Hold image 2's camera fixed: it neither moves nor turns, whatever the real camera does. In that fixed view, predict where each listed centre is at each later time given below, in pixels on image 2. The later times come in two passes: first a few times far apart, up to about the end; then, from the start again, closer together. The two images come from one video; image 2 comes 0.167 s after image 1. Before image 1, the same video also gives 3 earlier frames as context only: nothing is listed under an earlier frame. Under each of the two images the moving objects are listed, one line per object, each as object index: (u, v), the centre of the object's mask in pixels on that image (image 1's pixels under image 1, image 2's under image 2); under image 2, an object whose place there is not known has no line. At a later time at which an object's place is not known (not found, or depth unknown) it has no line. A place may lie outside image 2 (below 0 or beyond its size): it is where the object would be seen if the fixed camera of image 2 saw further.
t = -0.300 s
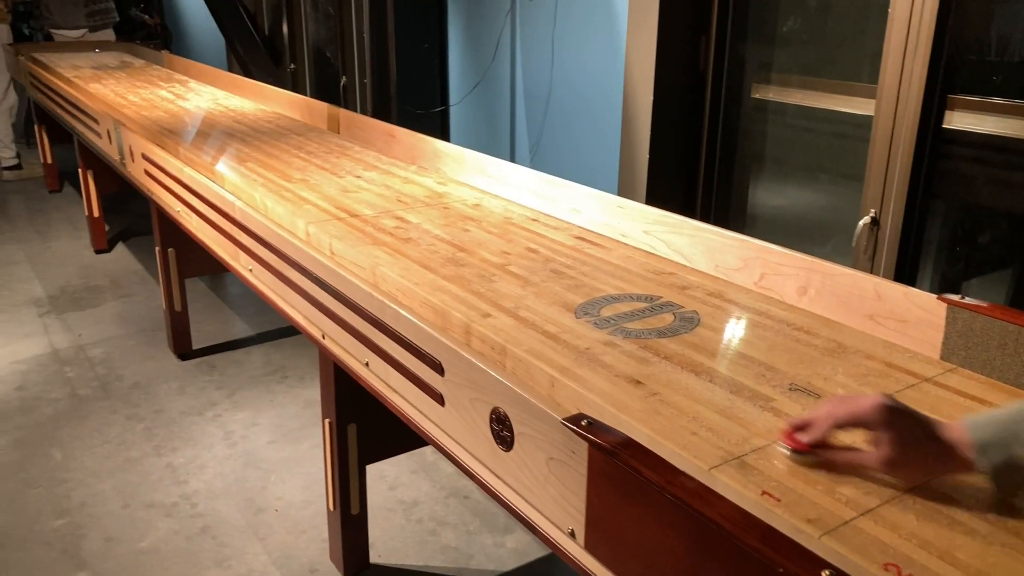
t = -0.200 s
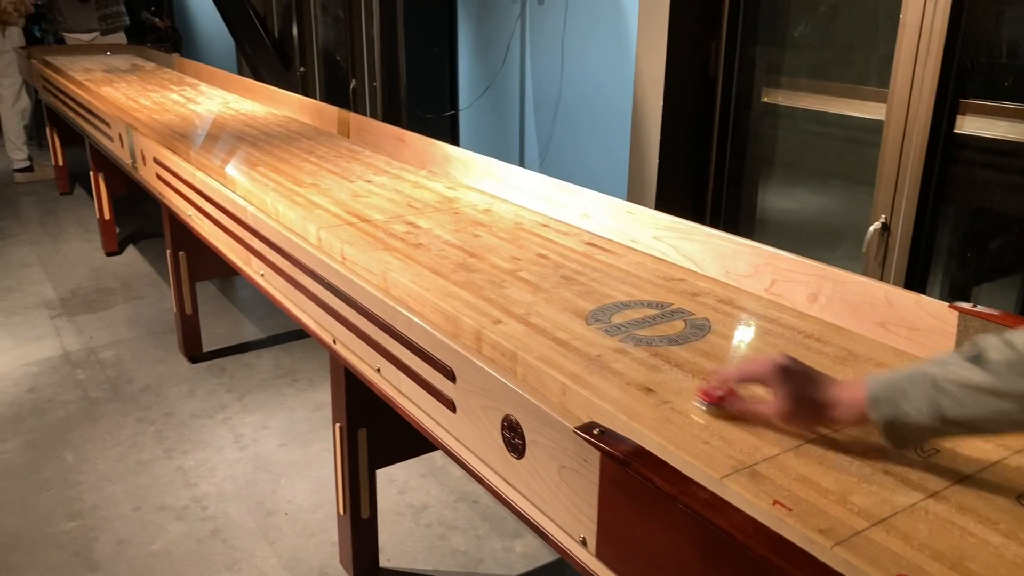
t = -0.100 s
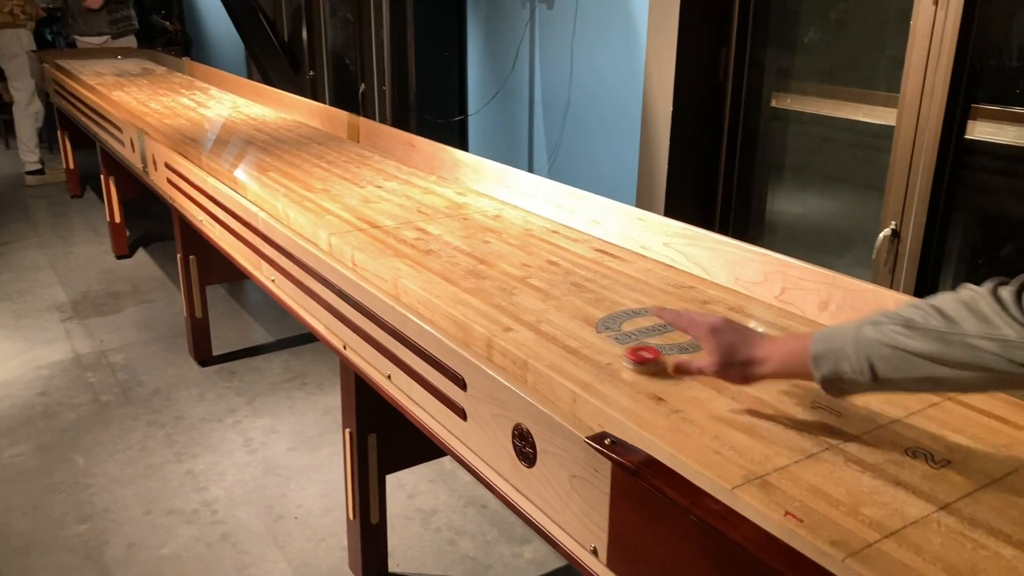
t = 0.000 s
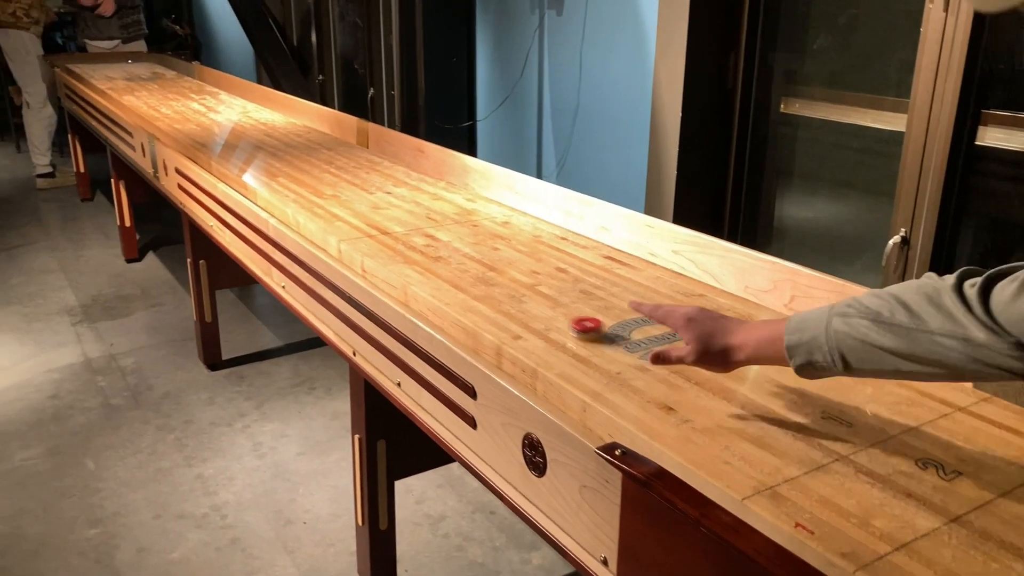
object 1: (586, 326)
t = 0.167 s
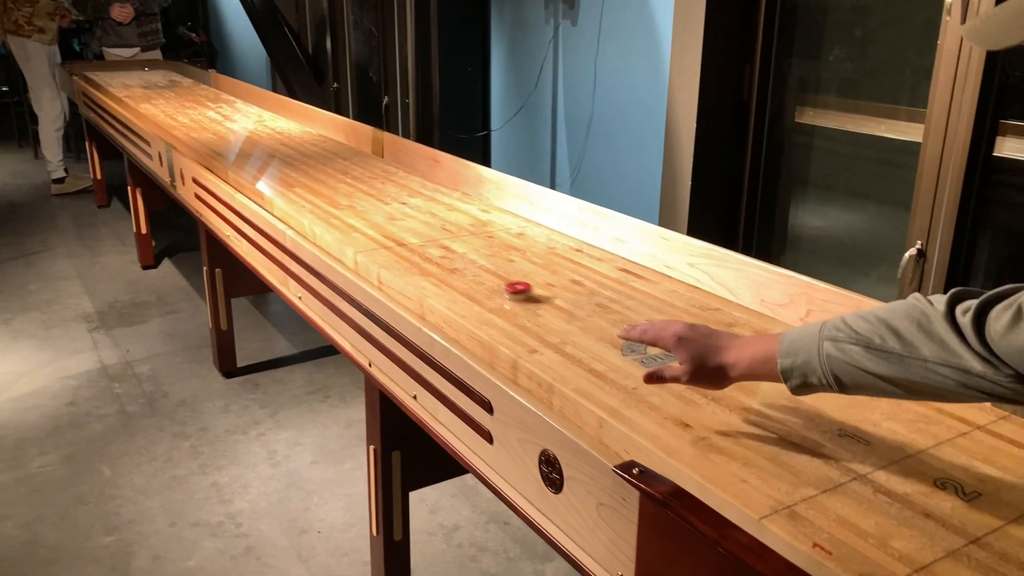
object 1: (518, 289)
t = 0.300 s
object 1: (468, 258)
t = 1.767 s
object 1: (248, 119)
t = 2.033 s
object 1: (233, 108)
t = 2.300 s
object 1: (221, 98)
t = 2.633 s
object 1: (210, 90)
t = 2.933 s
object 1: (204, 84)
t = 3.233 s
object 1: (203, 83)
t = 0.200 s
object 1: (504, 281)
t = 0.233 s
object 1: (491, 273)
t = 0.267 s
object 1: (479, 265)
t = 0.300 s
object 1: (468, 258)
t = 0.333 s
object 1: (457, 252)
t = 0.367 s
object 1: (446, 245)
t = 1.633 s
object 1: (256, 124)
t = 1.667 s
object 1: (254, 124)
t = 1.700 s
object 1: (252, 122)
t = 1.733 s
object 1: (250, 120)
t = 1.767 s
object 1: (248, 119)
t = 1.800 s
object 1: (245, 117)
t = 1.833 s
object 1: (244, 116)
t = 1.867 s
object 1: (242, 114)
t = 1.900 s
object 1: (240, 113)
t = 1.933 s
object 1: (238, 112)
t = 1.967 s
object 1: (236, 110)
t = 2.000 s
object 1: (234, 109)
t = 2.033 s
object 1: (233, 108)
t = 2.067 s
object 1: (231, 107)
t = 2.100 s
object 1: (229, 105)
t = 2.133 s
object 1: (228, 104)
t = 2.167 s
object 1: (227, 103)
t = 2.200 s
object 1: (226, 102)
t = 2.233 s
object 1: (224, 101)
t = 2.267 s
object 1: (223, 100)
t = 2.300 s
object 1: (221, 98)
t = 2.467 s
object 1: (215, 94)
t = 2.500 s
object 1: (214, 93)
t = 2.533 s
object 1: (213, 92)
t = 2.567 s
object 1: (212, 92)
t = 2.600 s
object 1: (211, 91)
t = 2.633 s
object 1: (210, 90)
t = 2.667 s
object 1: (208, 89)
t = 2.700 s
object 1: (208, 88)
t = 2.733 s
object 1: (207, 87)
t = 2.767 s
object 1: (207, 87)
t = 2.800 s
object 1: (206, 86)
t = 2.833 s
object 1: (205, 86)
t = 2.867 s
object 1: (205, 85)
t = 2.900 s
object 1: (205, 85)
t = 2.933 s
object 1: (204, 84)
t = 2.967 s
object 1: (203, 83)
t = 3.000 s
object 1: (203, 82)
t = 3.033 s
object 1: (202, 82)
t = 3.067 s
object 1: (202, 81)
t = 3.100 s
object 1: (202, 82)
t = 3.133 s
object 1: (202, 82)
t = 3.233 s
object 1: (203, 83)
